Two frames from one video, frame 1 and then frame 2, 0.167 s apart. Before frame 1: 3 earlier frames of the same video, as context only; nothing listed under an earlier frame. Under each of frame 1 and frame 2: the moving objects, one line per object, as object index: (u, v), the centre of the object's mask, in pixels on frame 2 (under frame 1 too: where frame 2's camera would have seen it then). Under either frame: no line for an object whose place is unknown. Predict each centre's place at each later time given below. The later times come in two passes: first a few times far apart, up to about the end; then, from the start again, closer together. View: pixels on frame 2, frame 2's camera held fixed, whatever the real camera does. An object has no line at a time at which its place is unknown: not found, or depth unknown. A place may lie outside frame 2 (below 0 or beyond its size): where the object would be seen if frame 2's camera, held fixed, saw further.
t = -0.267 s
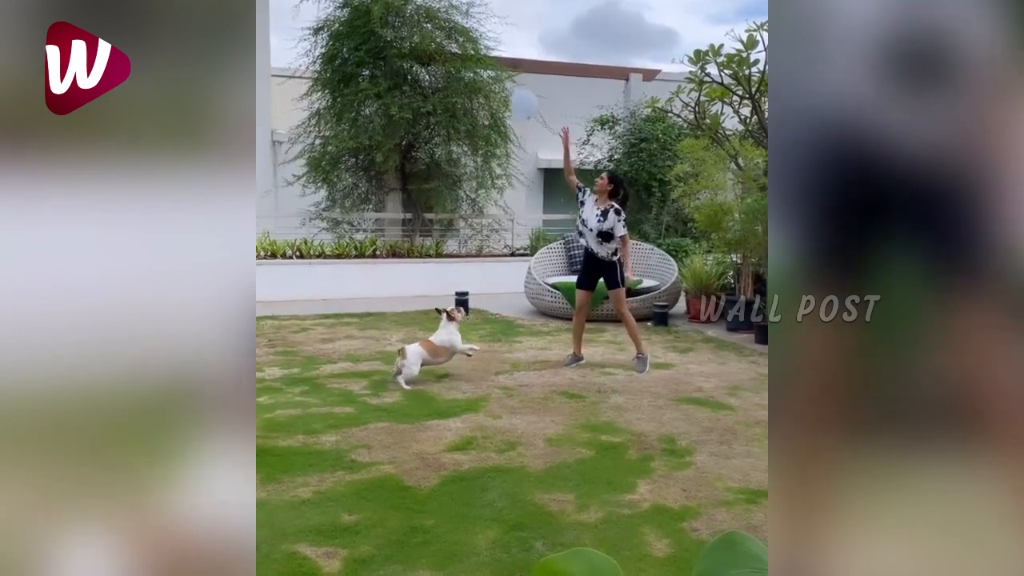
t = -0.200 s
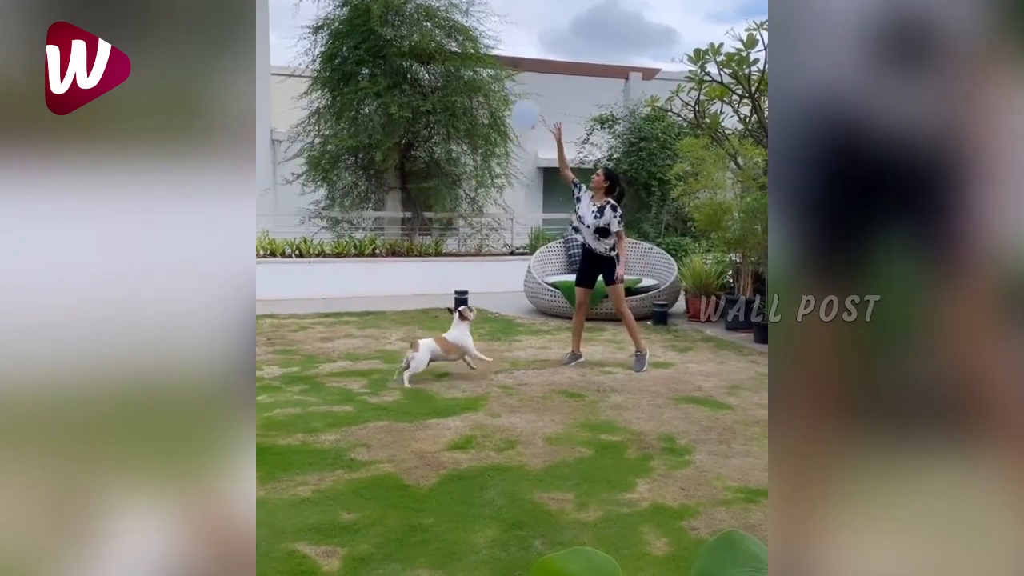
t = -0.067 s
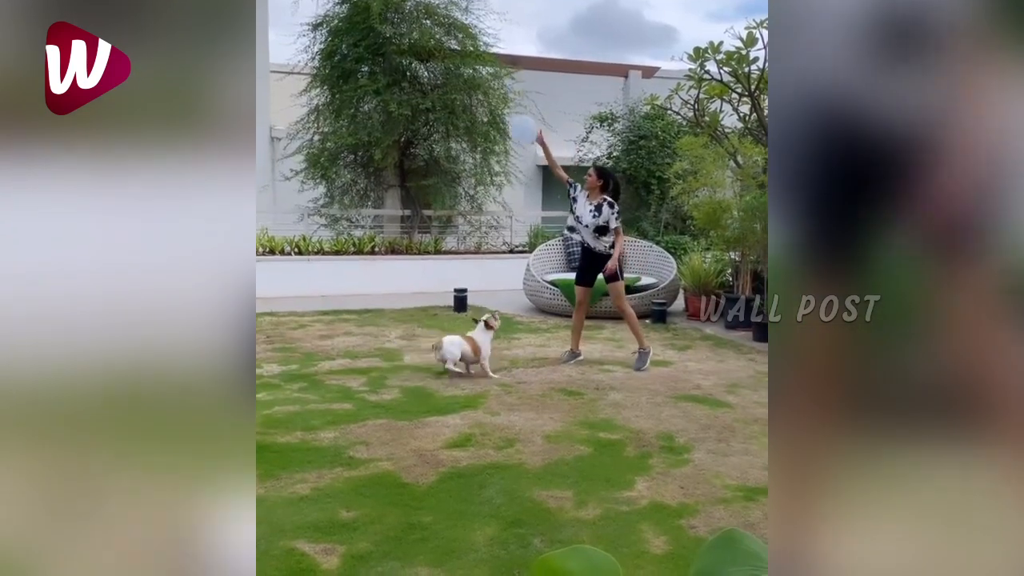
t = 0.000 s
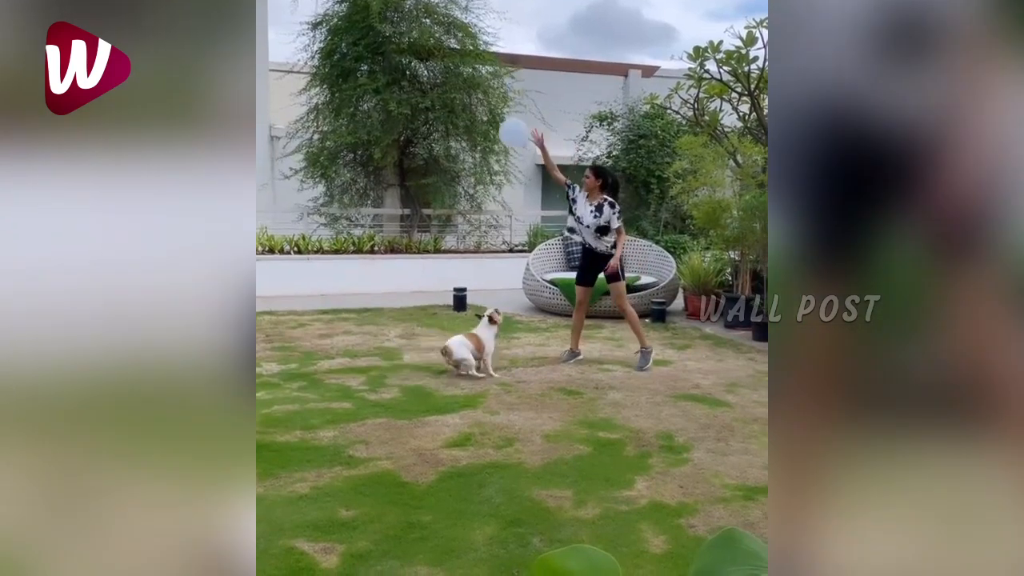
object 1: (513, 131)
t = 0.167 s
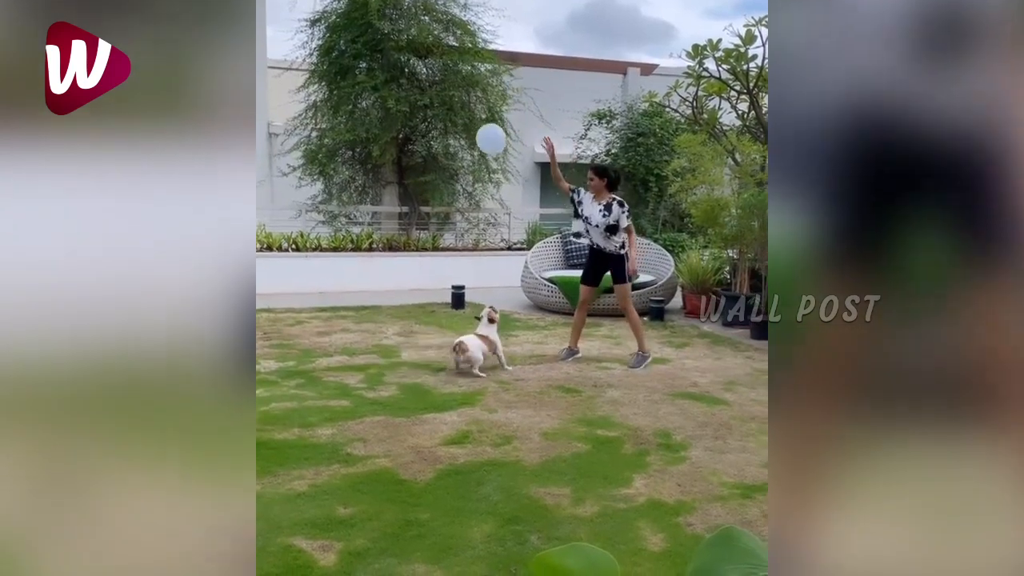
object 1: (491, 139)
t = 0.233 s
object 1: (483, 142)
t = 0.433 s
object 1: (461, 159)
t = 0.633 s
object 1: (437, 186)
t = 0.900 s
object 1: (405, 231)
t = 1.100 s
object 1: (385, 271)
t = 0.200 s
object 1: (487, 141)
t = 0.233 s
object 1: (483, 142)
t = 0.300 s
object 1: (476, 147)
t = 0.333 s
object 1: (472, 149)
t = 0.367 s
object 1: (468, 152)
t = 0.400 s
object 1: (464, 155)
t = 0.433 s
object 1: (461, 159)
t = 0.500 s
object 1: (453, 167)
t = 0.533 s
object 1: (449, 171)
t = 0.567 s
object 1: (445, 176)
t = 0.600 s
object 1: (441, 180)
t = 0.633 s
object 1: (437, 186)
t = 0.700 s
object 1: (429, 196)
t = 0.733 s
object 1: (425, 201)
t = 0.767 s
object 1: (421, 207)
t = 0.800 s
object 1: (417, 213)
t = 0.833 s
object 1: (413, 219)
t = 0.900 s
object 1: (405, 231)
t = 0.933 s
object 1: (401, 238)
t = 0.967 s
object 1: (397, 244)
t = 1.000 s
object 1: (394, 250)
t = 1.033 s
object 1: (391, 257)
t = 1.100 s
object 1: (385, 271)
